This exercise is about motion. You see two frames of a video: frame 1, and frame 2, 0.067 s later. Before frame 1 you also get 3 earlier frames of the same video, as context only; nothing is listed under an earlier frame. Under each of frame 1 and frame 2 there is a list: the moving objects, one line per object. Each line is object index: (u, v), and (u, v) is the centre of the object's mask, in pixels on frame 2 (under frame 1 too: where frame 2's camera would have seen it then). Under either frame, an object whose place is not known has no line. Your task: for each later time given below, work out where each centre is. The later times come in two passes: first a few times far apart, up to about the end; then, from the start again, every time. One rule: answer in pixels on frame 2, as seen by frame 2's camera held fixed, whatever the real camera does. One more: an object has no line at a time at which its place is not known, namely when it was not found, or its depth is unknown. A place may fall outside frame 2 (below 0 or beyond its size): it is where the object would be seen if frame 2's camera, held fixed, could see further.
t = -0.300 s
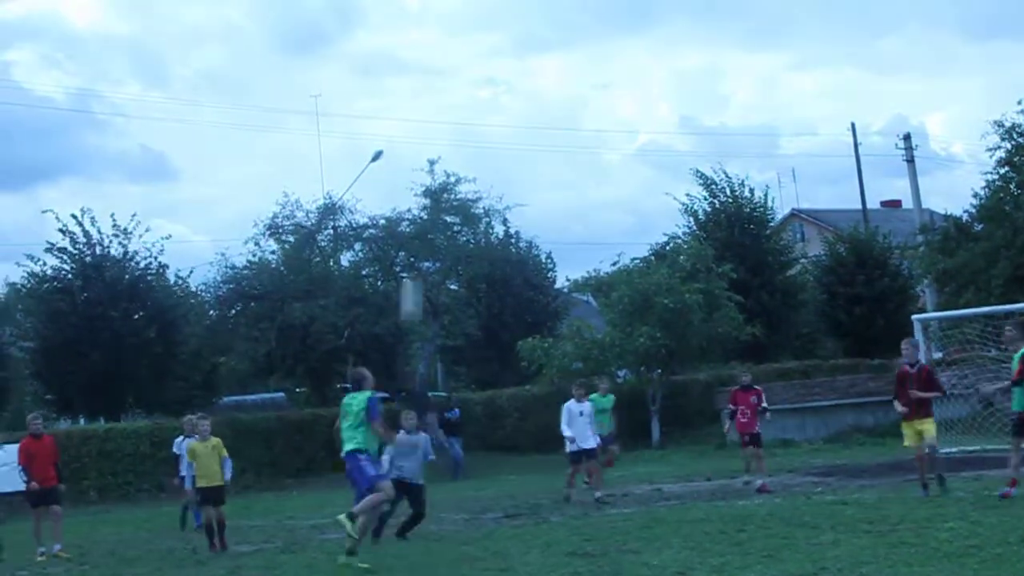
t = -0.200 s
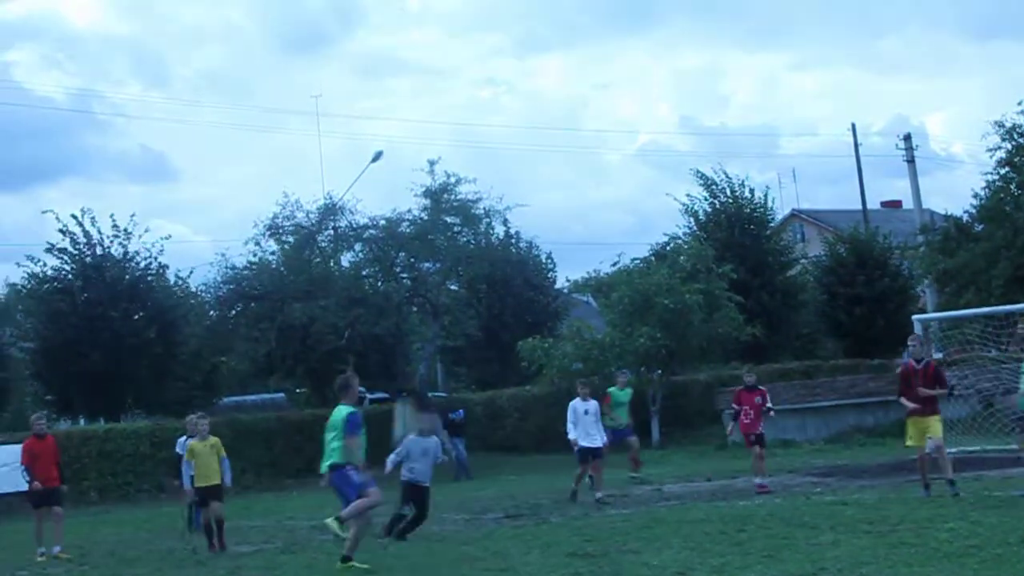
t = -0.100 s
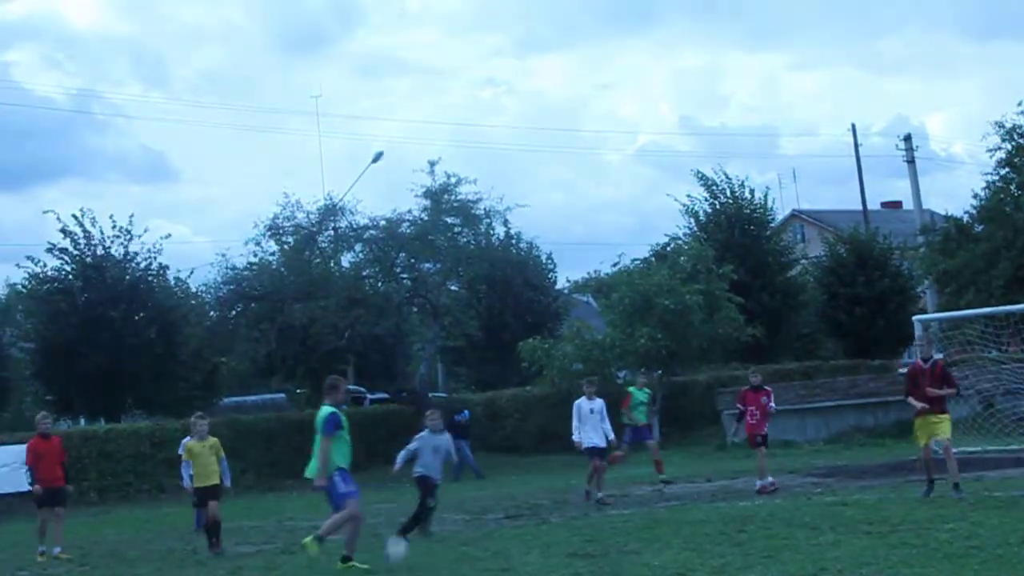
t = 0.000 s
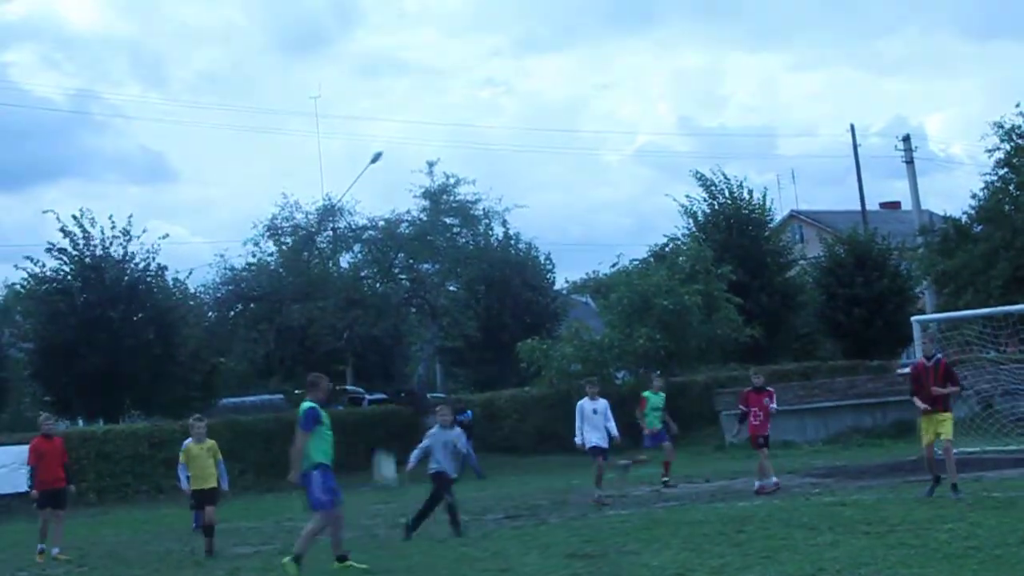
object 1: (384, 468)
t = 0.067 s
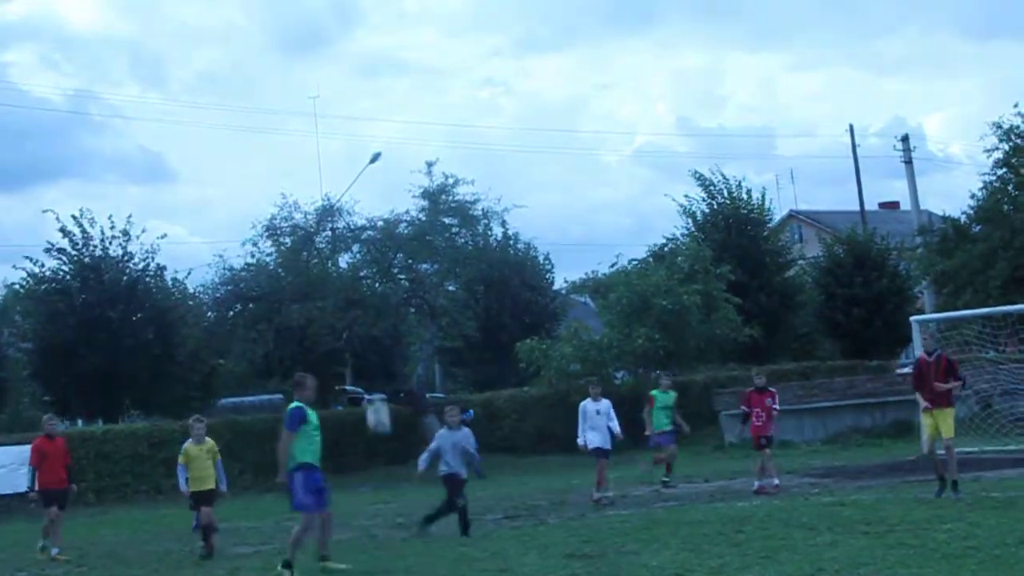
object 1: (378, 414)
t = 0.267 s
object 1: (359, 282)
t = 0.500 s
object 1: (342, 176)
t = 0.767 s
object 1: (323, 126)
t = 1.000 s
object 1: (310, 153)
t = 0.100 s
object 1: (375, 391)
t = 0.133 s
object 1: (371, 367)
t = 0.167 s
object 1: (368, 343)
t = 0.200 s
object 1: (366, 322)
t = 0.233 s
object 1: (363, 301)
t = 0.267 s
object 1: (359, 282)
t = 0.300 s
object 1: (357, 261)
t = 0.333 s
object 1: (354, 245)
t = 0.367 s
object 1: (353, 233)
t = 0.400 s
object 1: (351, 214)
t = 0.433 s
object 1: (348, 202)
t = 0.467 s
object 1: (344, 188)
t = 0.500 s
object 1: (342, 176)
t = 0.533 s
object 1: (339, 166)
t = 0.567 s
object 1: (337, 157)
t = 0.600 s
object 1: (335, 148)
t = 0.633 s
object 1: (332, 141)
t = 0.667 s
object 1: (330, 135)
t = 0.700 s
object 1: (328, 130)
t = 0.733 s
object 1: (325, 127)
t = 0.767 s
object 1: (323, 126)
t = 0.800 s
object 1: (321, 125)
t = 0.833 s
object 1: (319, 126)
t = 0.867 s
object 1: (317, 127)
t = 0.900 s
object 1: (315, 131)
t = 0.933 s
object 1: (314, 138)
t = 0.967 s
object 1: (312, 144)
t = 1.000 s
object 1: (310, 153)
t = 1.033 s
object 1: (309, 163)
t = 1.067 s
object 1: (307, 175)
